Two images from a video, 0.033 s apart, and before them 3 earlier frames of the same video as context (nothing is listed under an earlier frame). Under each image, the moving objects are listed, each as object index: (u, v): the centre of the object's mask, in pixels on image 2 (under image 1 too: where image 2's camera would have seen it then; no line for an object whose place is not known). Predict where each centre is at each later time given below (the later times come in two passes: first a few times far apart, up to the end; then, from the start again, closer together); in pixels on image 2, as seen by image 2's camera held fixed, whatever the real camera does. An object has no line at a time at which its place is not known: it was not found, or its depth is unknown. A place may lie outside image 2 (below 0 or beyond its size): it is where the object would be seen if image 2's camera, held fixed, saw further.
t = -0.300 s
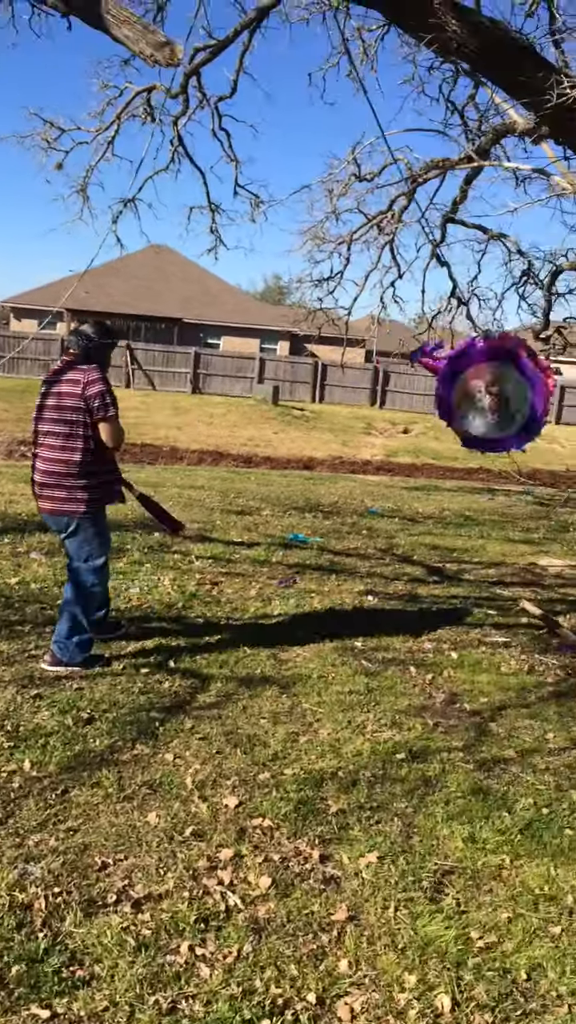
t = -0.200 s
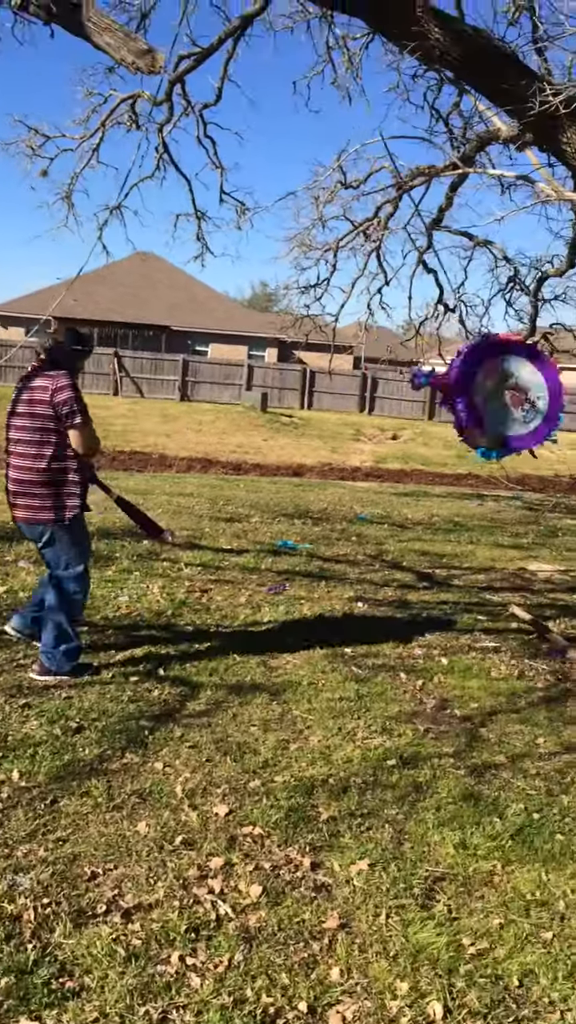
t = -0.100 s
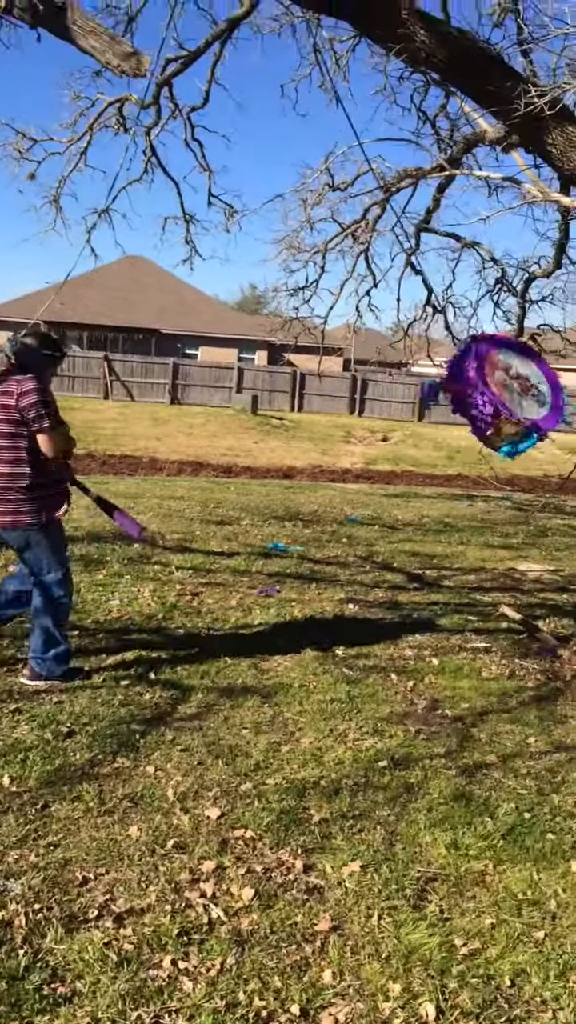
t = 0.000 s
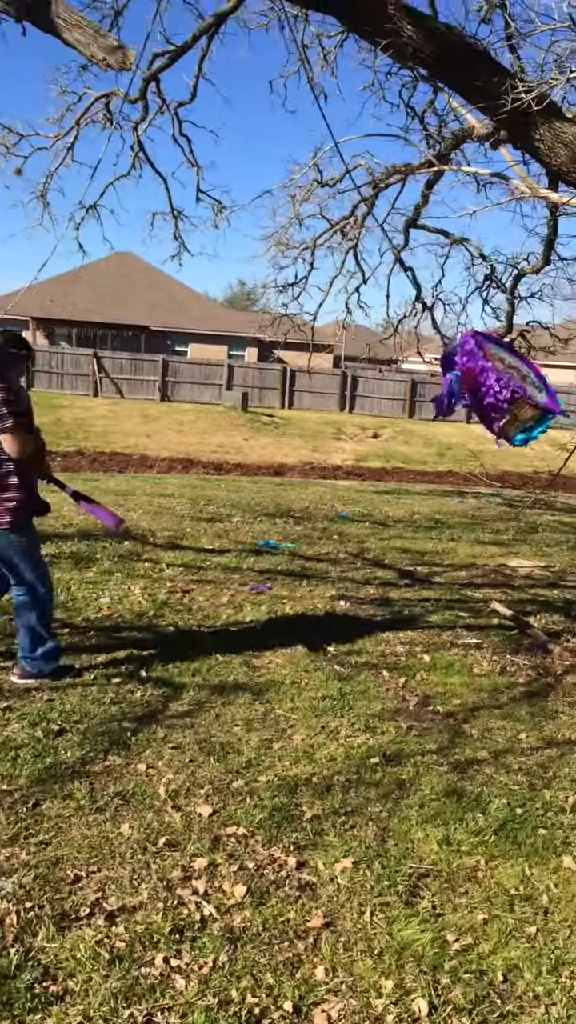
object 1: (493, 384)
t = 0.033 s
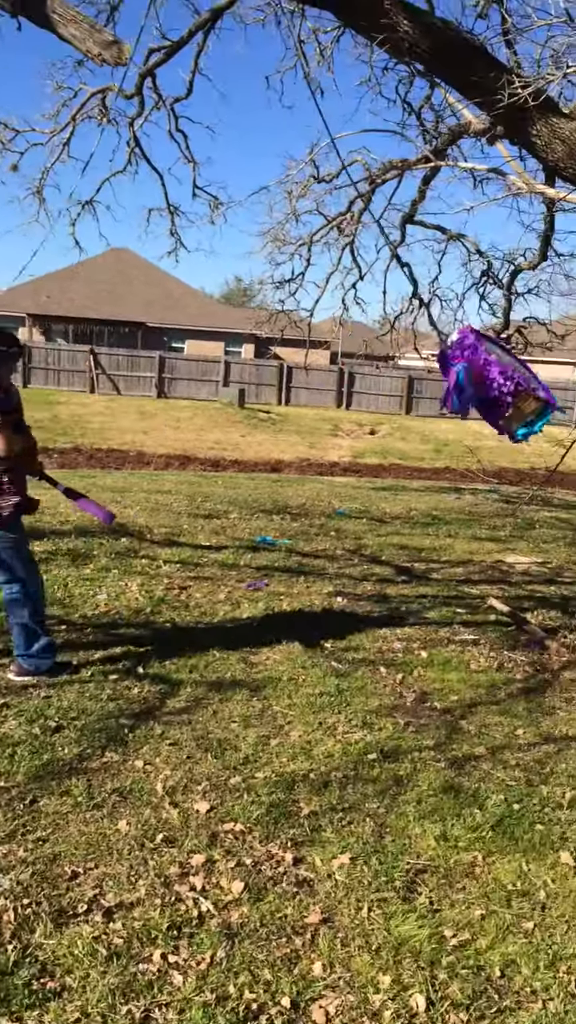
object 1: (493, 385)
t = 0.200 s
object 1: (494, 390)
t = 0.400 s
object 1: (484, 398)
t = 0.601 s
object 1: (446, 409)
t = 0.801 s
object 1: (385, 422)
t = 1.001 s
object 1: (309, 431)
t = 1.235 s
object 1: (228, 423)
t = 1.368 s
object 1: (190, 410)
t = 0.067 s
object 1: (494, 387)
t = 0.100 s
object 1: (498, 387)
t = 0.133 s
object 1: (499, 387)
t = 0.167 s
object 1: (498, 389)
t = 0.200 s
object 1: (494, 390)
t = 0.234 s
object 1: (494, 393)
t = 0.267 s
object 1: (495, 393)
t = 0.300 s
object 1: (496, 395)
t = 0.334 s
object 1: (494, 396)
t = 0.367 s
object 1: (489, 398)
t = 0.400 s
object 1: (484, 398)
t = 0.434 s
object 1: (479, 398)
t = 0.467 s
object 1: (473, 399)
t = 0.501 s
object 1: (467, 401)
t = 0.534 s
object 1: (460, 403)
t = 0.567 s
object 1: (454, 405)
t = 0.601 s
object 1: (446, 409)
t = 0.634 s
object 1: (437, 412)
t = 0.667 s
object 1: (427, 415)
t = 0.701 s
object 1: (417, 418)
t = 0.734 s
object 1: (406, 420)
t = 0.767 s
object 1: (396, 421)
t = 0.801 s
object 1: (385, 422)
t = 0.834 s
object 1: (375, 422)
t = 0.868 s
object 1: (364, 423)
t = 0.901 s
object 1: (350, 426)
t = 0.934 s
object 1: (336, 428)
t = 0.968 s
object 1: (322, 429)
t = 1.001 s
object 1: (309, 431)
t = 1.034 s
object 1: (298, 432)
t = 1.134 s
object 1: (263, 430)
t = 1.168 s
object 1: (251, 428)
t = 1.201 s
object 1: (240, 426)
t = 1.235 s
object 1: (228, 423)
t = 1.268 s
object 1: (217, 420)
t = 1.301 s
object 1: (206, 417)
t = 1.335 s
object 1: (197, 414)
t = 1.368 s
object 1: (190, 410)
